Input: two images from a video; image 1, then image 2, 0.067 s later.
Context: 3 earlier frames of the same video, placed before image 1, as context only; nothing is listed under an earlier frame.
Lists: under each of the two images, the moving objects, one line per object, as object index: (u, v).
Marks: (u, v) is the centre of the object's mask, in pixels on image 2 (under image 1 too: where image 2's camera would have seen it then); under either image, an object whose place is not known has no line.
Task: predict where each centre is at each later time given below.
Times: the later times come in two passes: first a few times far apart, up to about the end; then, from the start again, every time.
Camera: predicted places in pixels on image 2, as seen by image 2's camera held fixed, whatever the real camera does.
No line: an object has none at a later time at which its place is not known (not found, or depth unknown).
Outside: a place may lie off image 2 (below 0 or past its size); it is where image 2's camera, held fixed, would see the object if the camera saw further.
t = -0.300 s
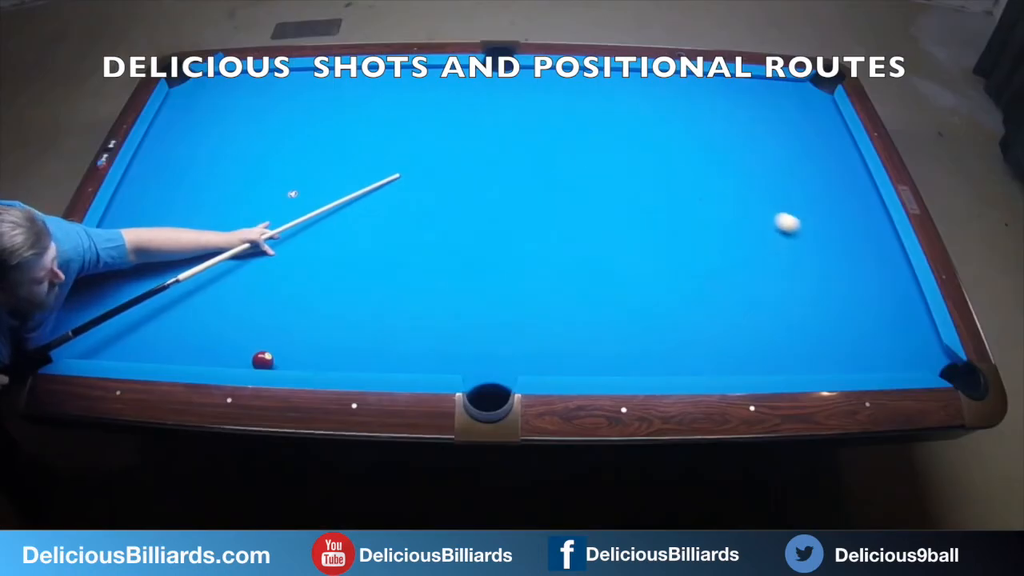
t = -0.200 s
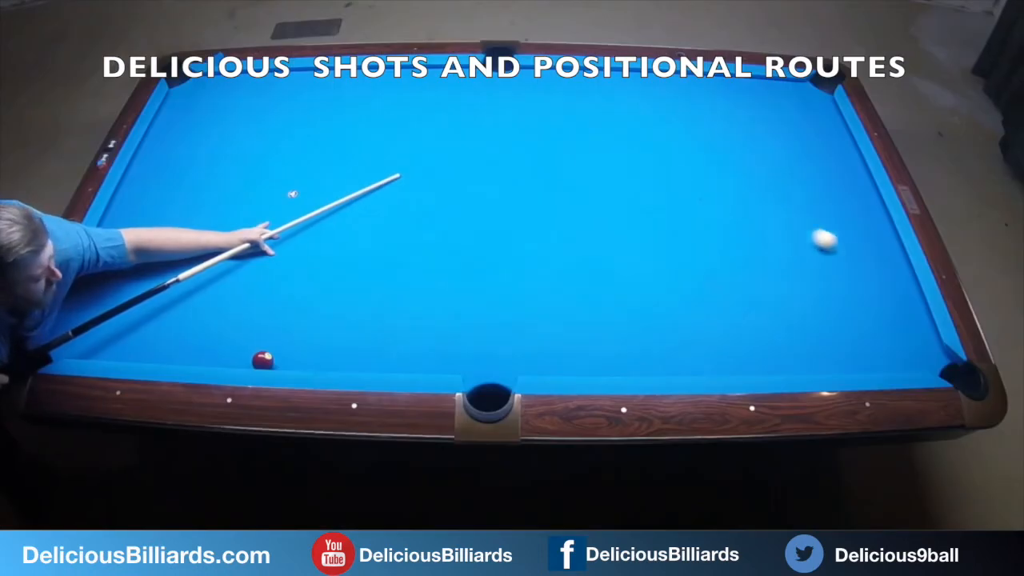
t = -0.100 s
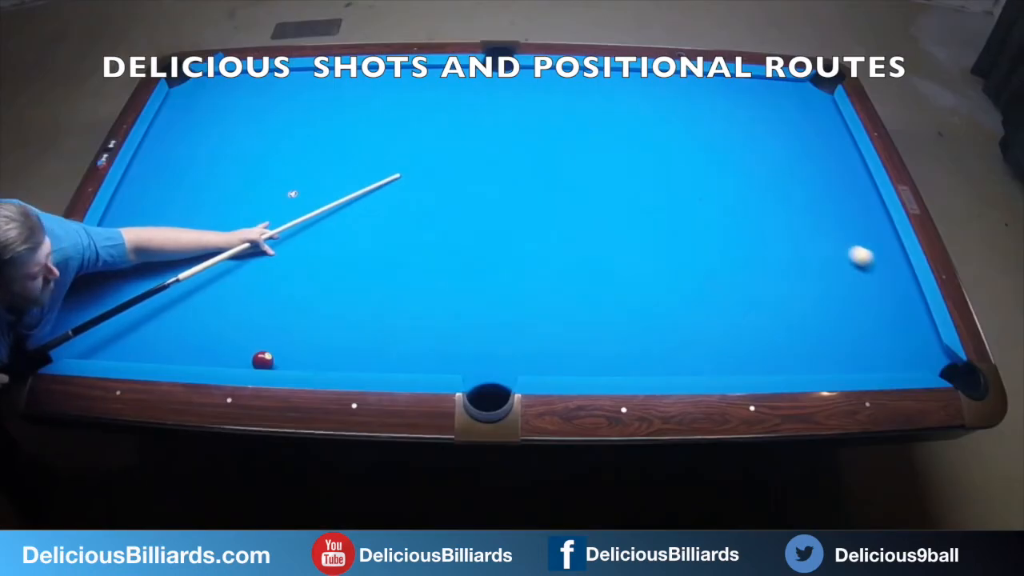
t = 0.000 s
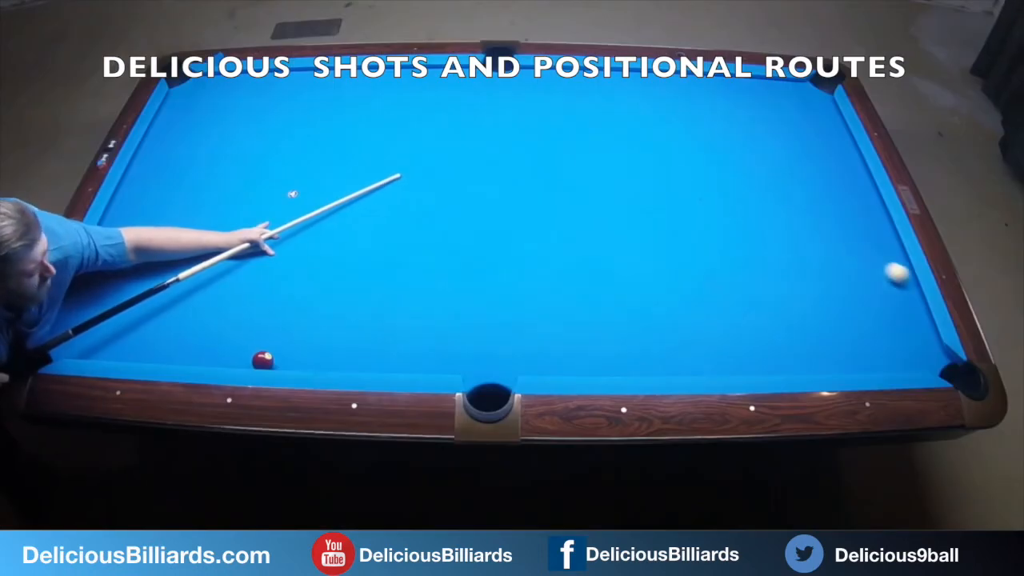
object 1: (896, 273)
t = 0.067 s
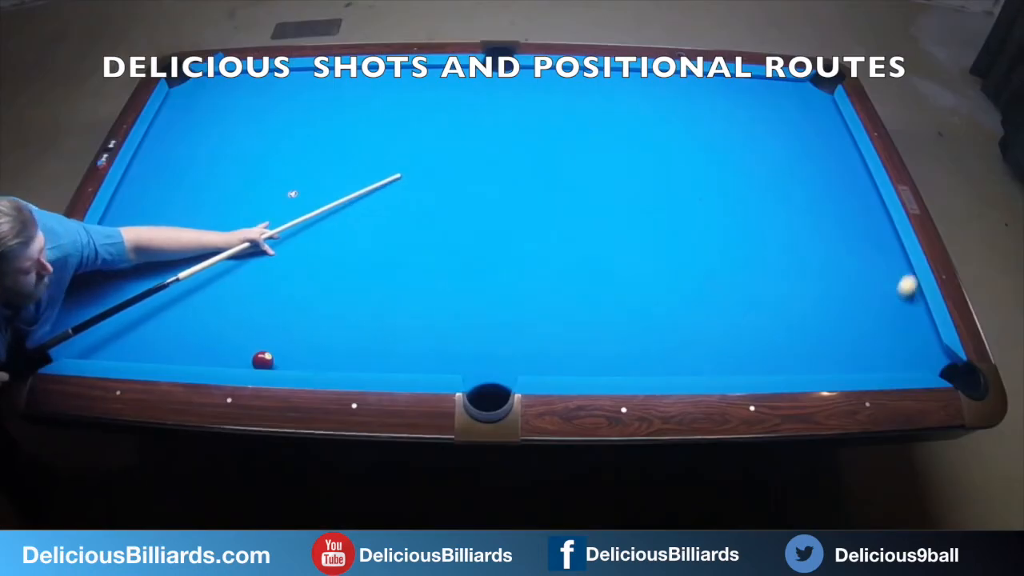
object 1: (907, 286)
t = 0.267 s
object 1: (892, 340)
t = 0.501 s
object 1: (846, 339)
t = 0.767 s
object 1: (778, 303)
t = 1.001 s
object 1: (720, 275)
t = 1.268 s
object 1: (658, 244)
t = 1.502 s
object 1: (606, 219)
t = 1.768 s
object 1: (552, 193)
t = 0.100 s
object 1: (904, 294)
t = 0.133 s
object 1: (901, 303)
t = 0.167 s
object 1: (898, 312)
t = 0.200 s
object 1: (895, 321)
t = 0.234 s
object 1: (894, 330)
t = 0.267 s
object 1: (892, 340)
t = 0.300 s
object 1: (890, 349)
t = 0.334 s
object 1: (888, 359)
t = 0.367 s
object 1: (882, 361)
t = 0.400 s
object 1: (873, 355)
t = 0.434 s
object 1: (864, 349)
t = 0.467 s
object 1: (854, 344)
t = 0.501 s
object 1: (846, 339)
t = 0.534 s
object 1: (837, 334)
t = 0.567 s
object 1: (829, 330)
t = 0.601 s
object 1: (820, 325)
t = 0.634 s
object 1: (812, 321)
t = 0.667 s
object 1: (803, 317)
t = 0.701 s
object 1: (794, 312)
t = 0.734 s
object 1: (786, 308)
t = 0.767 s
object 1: (778, 303)
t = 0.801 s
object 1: (770, 299)
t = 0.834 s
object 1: (761, 295)
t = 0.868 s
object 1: (753, 291)
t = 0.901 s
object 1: (745, 287)
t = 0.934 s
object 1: (737, 283)
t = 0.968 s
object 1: (728, 278)
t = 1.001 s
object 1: (720, 275)
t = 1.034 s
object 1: (712, 270)
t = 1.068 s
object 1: (704, 267)
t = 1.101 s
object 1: (697, 263)
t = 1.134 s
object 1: (688, 259)
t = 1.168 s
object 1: (681, 255)
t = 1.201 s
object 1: (673, 251)
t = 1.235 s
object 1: (665, 247)
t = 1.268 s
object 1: (658, 244)
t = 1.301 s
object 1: (650, 240)
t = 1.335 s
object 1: (643, 236)
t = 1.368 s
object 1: (635, 233)
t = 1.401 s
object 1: (628, 229)
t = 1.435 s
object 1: (620, 225)
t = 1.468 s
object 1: (613, 222)
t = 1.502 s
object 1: (606, 219)
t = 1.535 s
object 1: (599, 215)
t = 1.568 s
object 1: (592, 212)
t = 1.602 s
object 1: (585, 209)
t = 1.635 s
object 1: (578, 205)
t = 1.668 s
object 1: (572, 202)
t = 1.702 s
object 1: (565, 199)
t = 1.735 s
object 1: (558, 196)
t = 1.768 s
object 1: (552, 193)
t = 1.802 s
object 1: (545, 189)
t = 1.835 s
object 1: (539, 186)
